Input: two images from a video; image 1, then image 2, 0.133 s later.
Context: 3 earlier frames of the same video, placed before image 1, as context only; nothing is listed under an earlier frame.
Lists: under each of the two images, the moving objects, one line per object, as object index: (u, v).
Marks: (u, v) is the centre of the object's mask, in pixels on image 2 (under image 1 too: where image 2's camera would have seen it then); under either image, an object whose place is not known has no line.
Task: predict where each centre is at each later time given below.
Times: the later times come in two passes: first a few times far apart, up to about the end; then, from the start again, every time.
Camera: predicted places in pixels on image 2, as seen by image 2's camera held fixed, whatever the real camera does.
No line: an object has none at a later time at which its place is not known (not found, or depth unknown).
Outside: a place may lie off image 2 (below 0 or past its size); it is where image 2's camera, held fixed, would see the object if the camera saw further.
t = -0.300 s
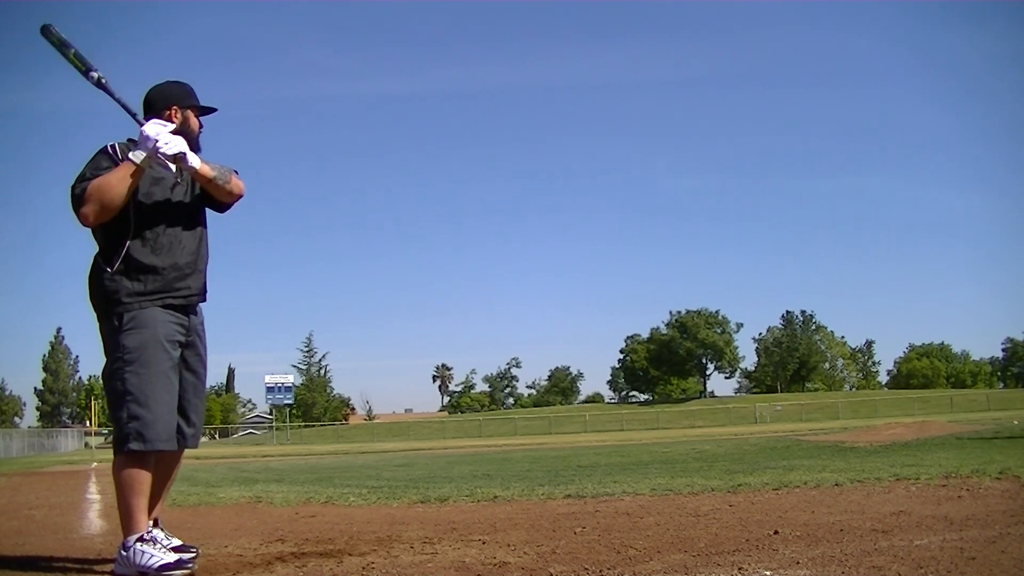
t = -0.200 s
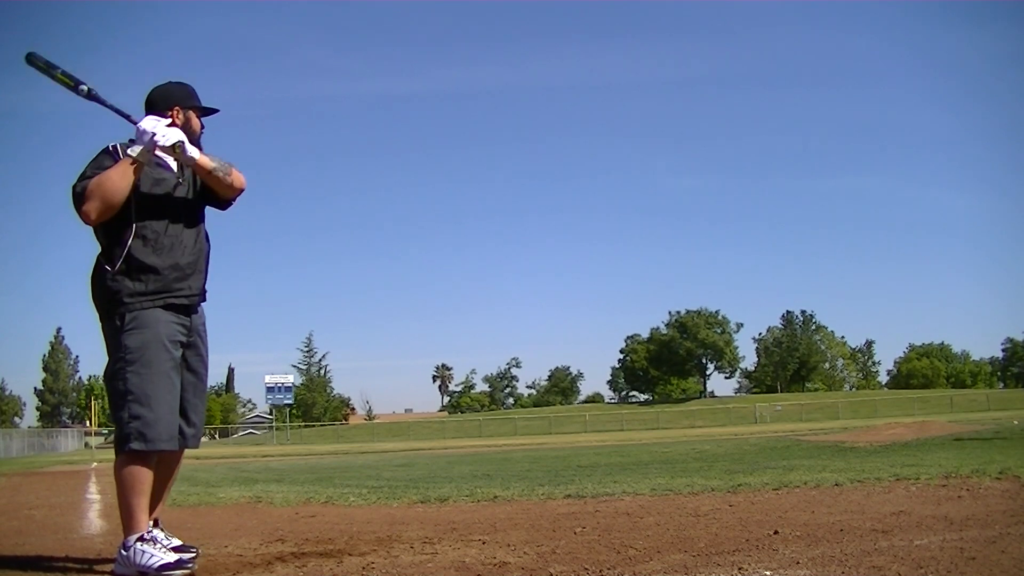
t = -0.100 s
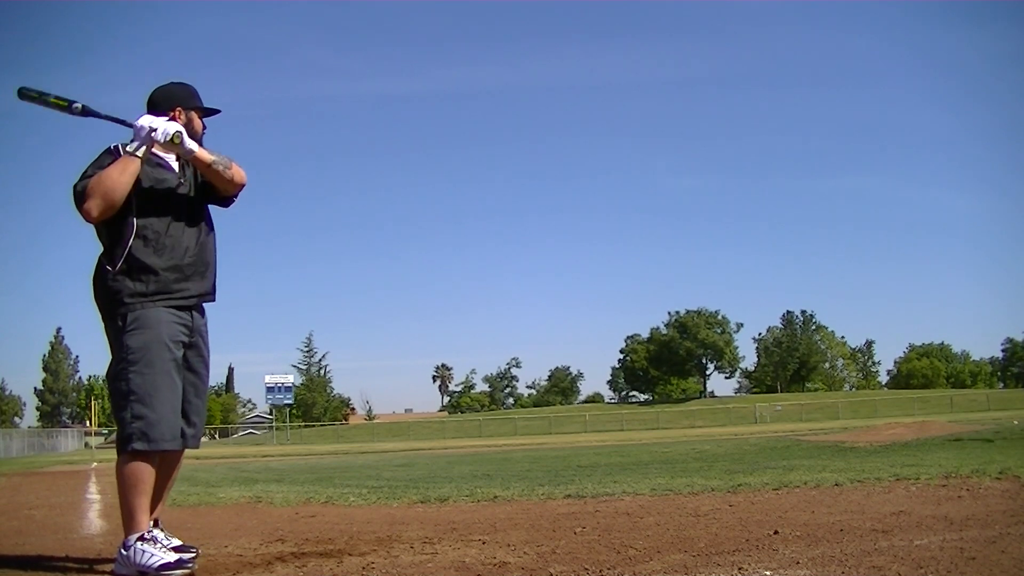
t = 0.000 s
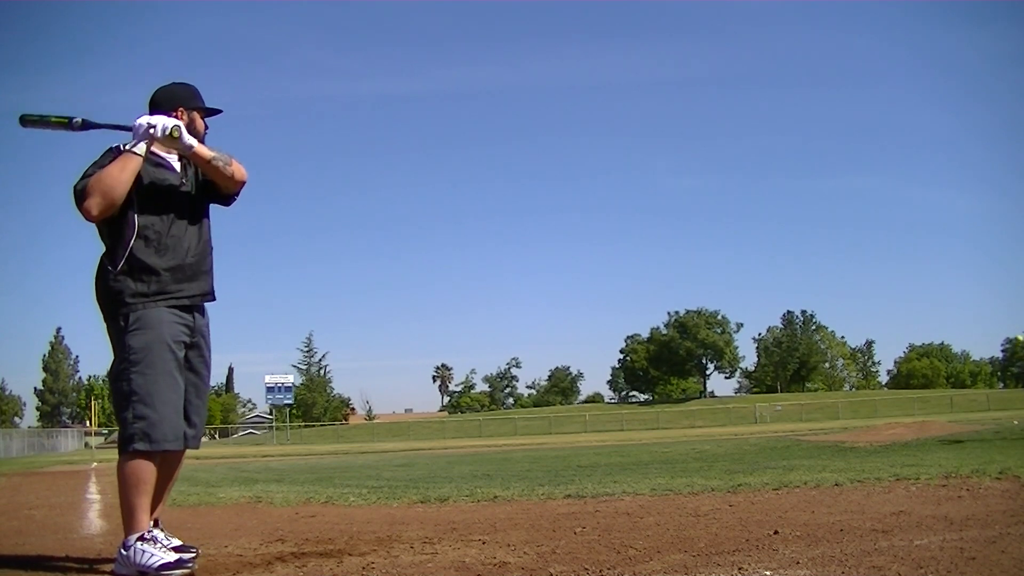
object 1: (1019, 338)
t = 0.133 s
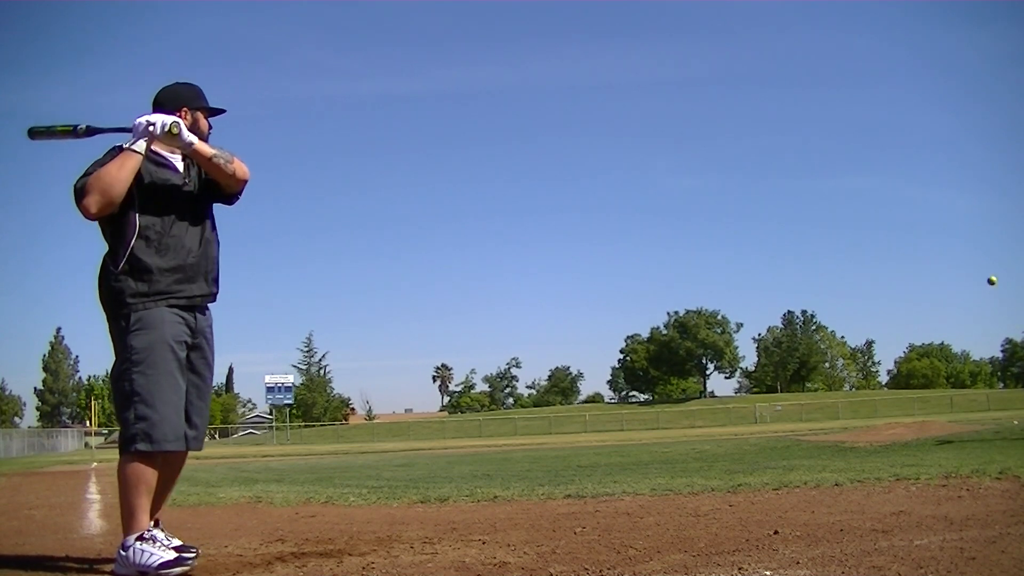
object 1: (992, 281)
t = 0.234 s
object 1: (970, 242)
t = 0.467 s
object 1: (909, 175)
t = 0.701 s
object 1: (827, 158)
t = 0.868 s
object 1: (743, 201)
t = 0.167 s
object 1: (984, 267)
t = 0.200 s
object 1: (977, 254)
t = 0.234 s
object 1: (970, 242)
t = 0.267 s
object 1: (962, 231)
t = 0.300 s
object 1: (954, 219)
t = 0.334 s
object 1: (946, 208)
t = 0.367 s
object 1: (937, 199)
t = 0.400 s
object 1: (928, 190)
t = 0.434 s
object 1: (919, 182)
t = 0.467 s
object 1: (909, 175)
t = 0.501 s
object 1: (899, 169)
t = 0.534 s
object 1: (888, 164)
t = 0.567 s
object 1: (877, 160)
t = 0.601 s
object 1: (866, 157)
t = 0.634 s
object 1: (853, 156)
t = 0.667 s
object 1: (841, 156)
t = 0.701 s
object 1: (827, 158)
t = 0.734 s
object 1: (813, 162)
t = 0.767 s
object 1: (797, 167)
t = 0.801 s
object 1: (780, 176)
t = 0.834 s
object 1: (763, 187)
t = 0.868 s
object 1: (743, 201)
